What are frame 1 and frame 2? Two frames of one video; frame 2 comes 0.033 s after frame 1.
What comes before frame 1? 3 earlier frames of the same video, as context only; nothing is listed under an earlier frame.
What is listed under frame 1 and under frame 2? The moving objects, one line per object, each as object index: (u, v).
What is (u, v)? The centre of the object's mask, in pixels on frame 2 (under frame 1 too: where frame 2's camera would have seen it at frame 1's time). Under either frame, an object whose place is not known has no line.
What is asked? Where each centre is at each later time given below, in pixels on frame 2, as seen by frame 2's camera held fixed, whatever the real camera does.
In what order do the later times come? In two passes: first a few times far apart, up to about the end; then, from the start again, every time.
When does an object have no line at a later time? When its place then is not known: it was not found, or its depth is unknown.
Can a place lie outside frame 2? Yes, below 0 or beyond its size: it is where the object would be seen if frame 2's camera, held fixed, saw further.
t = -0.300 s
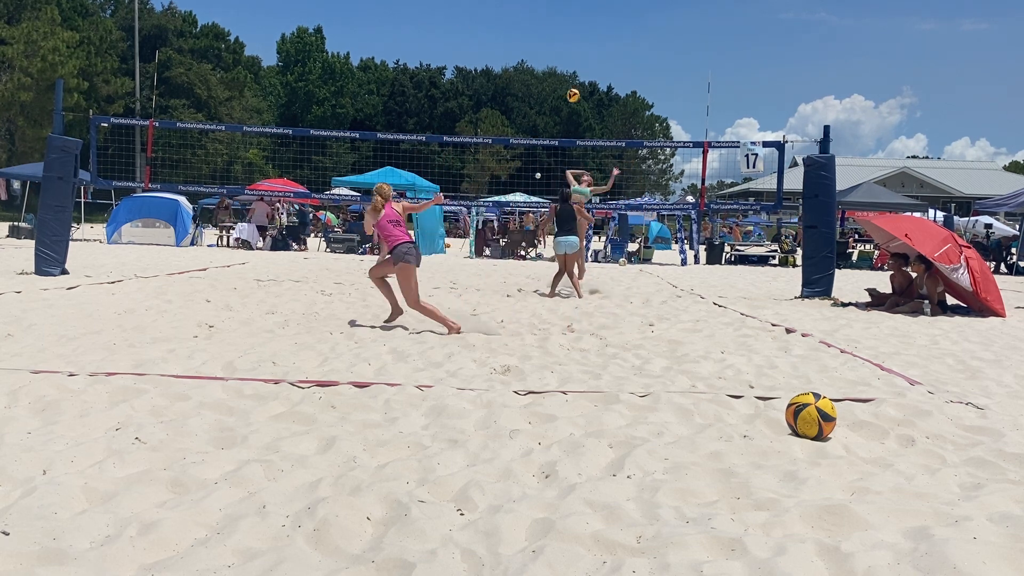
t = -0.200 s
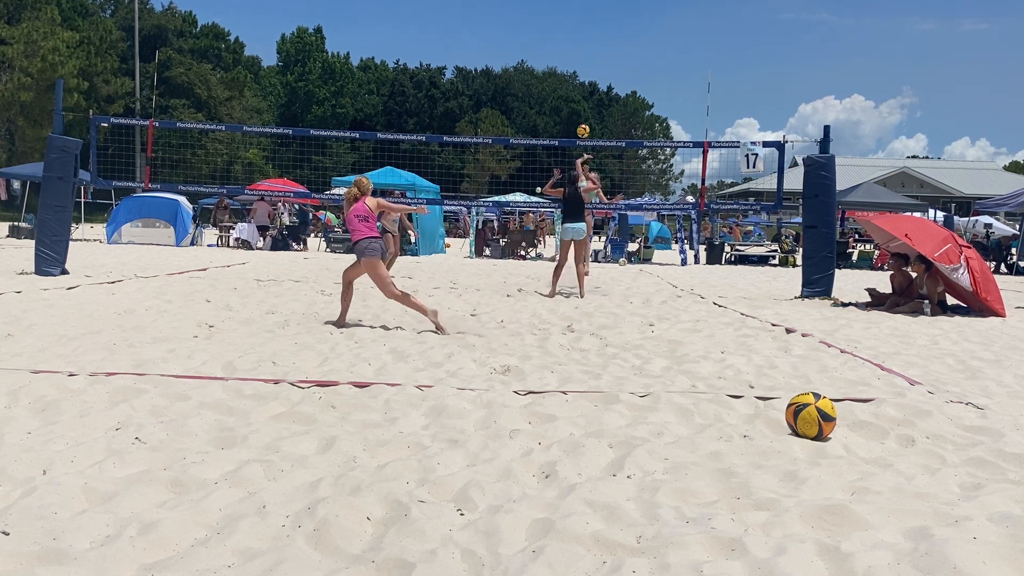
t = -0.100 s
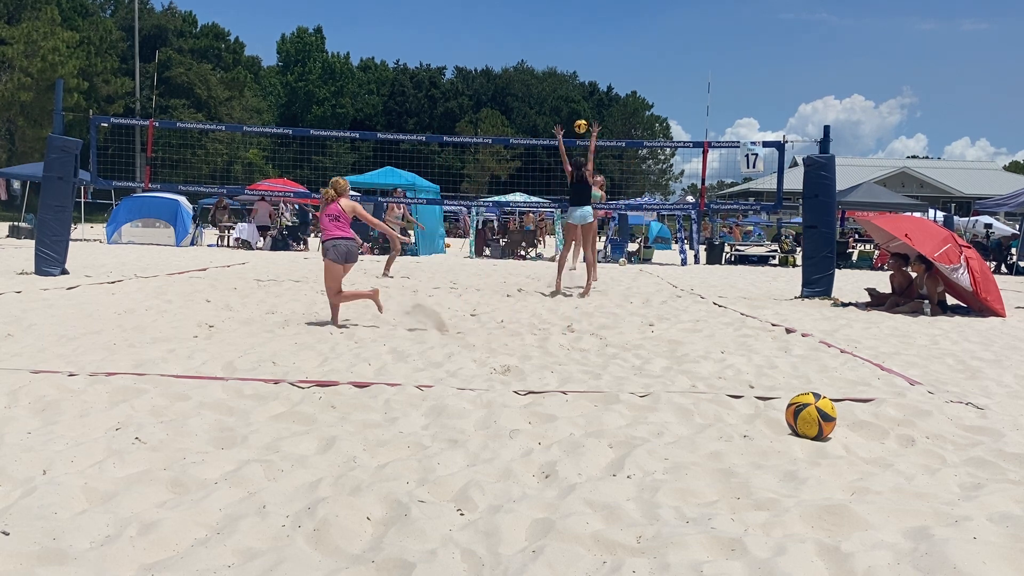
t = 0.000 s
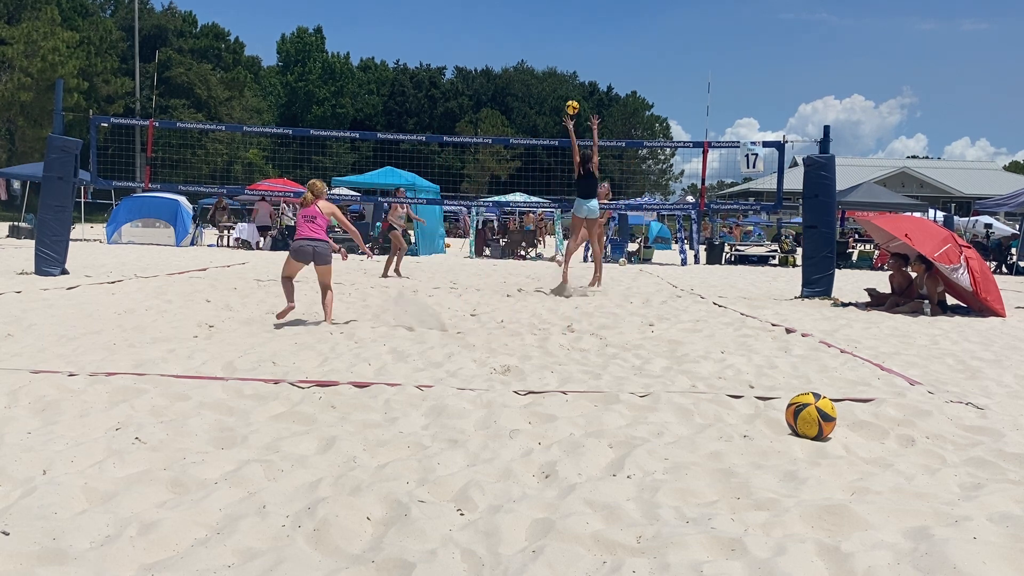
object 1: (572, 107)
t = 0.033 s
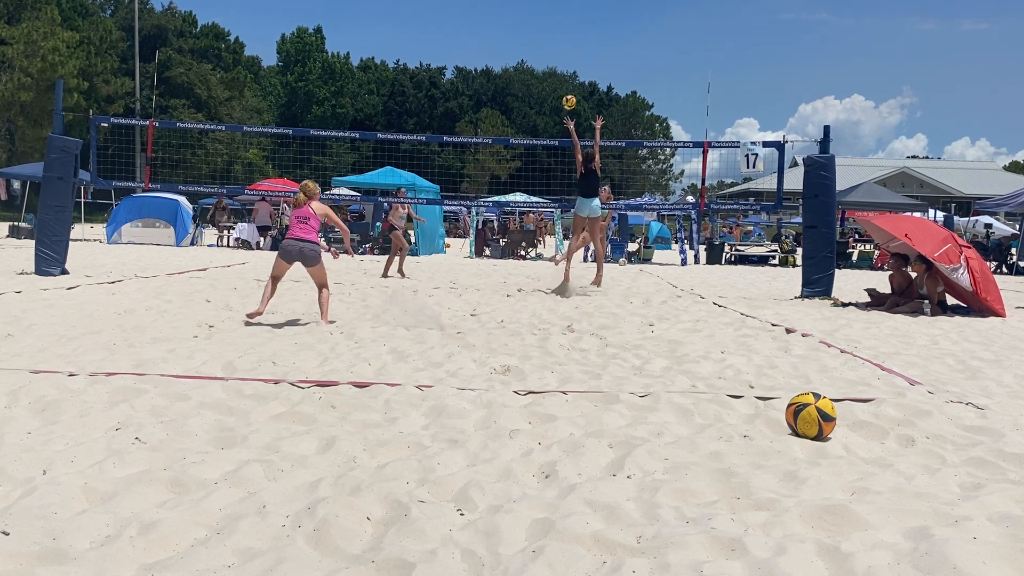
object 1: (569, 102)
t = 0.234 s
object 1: (550, 86)
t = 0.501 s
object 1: (520, 108)
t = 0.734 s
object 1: (490, 174)
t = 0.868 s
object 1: (471, 232)
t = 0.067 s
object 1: (566, 98)
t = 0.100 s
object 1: (563, 94)
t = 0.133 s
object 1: (560, 91)
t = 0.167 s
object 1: (557, 88)
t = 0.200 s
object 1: (553, 87)
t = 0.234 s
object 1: (550, 86)
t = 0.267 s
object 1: (546, 86)
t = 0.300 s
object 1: (543, 86)
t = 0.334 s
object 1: (539, 88)
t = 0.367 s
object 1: (536, 90)
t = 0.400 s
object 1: (532, 93)
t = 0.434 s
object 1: (528, 97)
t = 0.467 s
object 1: (524, 102)
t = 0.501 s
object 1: (520, 108)
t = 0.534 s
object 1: (516, 114)
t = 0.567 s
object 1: (512, 122)
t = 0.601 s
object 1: (508, 130)
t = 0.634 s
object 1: (503, 140)
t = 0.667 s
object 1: (499, 150)
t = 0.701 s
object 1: (494, 161)
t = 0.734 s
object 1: (490, 174)
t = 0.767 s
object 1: (485, 187)
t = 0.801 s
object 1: (481, 201)
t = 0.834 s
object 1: (476, 216)
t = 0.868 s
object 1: (471, 232)
